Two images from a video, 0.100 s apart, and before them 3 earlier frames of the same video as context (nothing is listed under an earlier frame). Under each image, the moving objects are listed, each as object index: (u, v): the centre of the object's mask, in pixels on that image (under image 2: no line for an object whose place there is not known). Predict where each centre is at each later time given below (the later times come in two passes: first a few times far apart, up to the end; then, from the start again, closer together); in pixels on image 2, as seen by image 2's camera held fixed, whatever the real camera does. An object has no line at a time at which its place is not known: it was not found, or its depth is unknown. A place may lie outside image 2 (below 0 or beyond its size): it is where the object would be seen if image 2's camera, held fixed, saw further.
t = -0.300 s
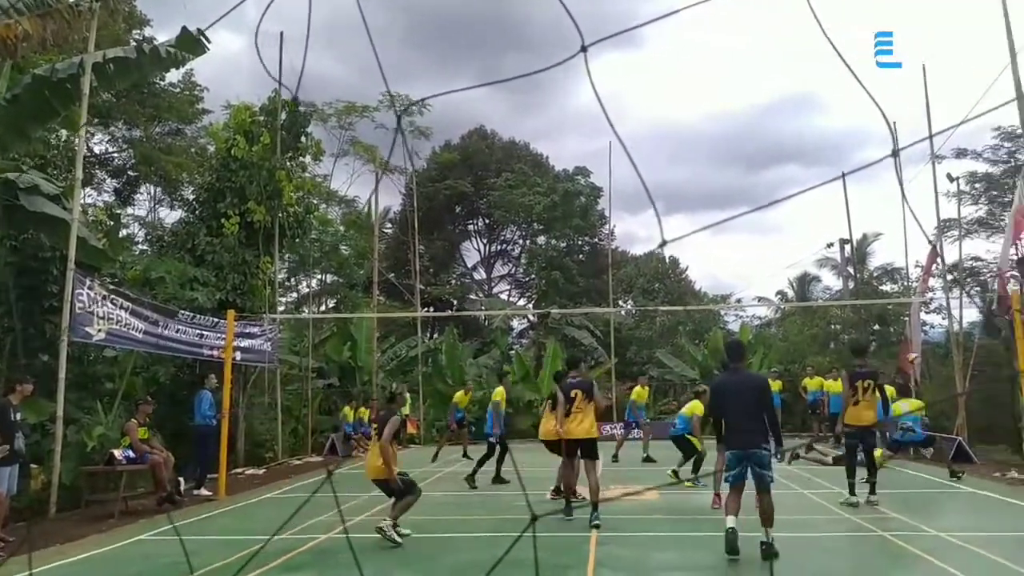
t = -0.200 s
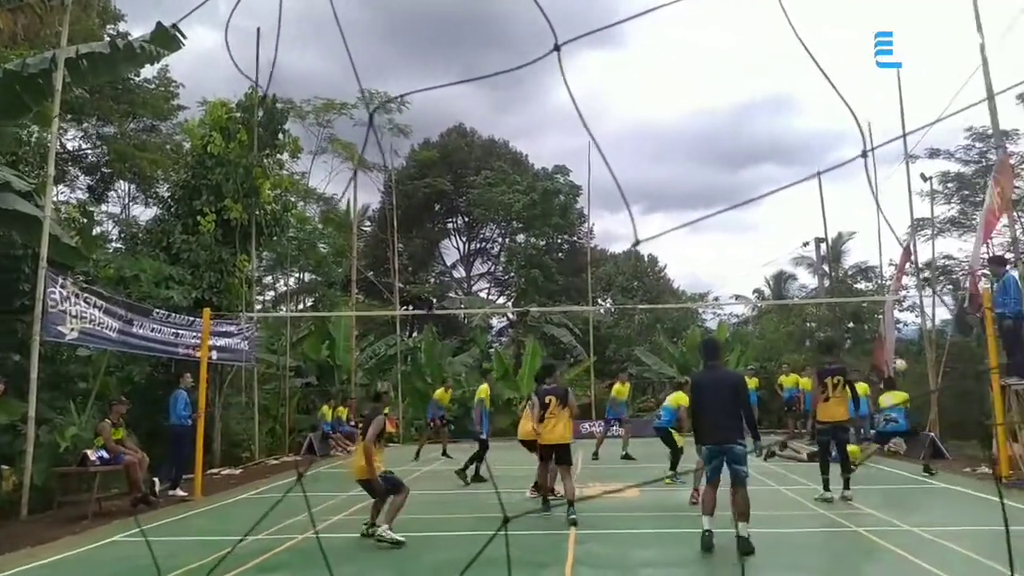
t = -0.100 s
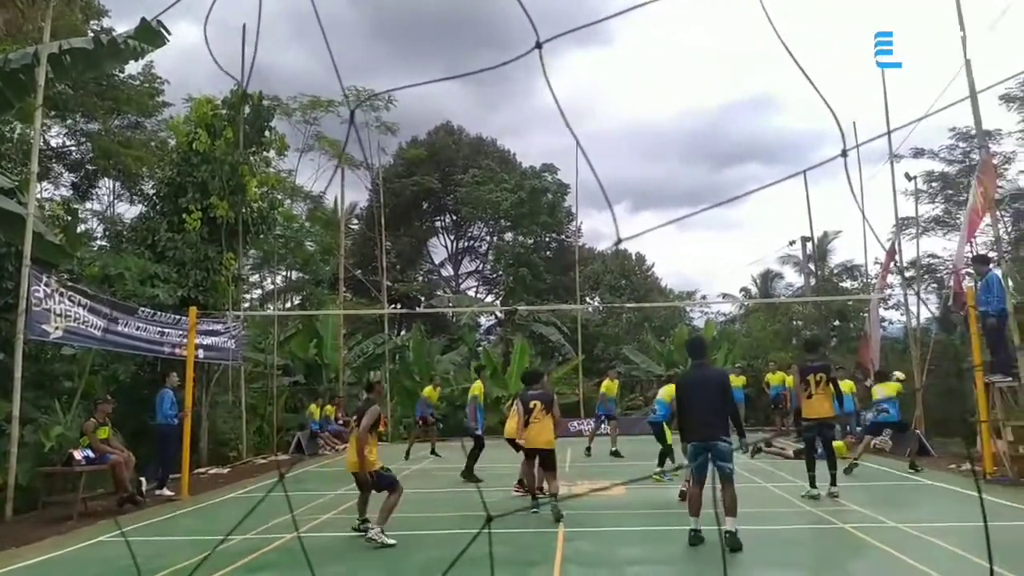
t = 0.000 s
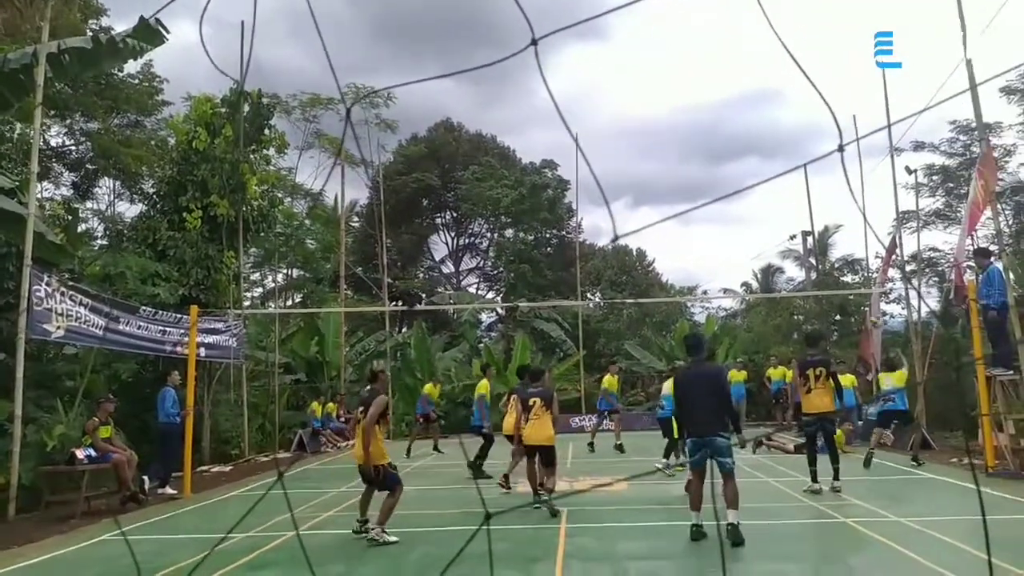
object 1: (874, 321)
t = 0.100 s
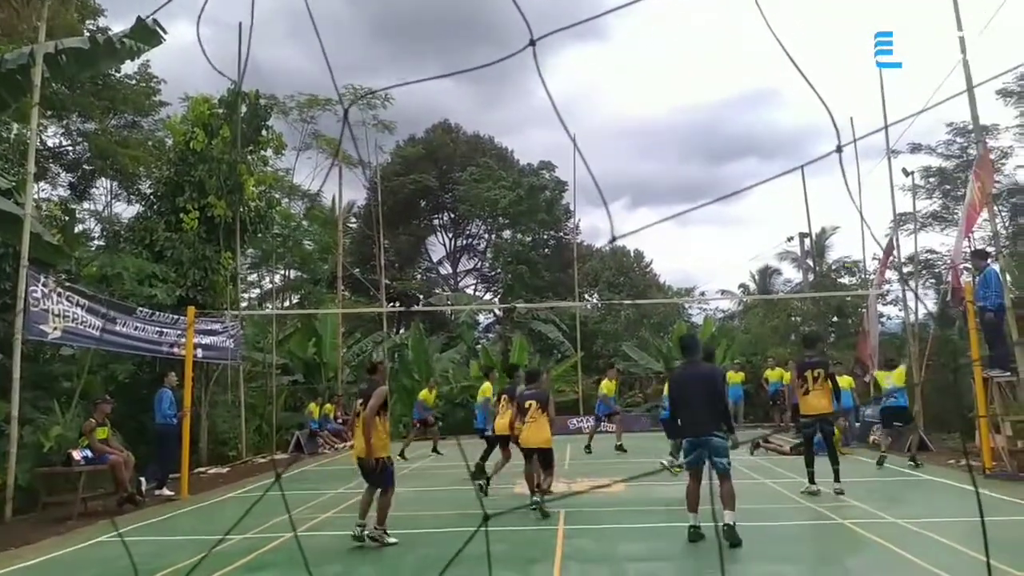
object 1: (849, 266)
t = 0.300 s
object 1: (794, 172)
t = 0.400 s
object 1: (770, 135)
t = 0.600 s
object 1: (723, 84)
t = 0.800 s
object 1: (669, 52)
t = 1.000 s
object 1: (624, 48)
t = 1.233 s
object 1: (569, 78)
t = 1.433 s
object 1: (524, 134)
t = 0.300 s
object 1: (794, 172)
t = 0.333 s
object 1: (786, 161)
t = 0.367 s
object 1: (778, 147)
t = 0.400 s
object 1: (770, 135)
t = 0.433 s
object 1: (764, 125)
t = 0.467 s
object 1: (755, 115)
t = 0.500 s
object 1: (746, 105)
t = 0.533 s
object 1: (737, 96)
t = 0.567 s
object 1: (728, 88)
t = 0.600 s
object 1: (723, 84)
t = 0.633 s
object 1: (712, 74)
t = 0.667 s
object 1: (704, 68)
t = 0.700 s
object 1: (695, 63)
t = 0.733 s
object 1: (687, 59)
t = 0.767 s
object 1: (678, 55)
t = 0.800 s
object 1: (669, 52)
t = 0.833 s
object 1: (663, 49)
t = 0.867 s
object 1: (656, 48)
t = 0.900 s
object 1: (648, 48)
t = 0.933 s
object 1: (640, 47)
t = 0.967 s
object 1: (632, 45)
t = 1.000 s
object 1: (624, 48)
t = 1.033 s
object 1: (615, 51)
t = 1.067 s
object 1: (609, 53)
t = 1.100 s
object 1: (602, 57)
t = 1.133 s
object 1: (594, 60)
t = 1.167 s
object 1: (586, 65)
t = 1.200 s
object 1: (578, 71)
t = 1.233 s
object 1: (569, 78)
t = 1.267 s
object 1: (560, 86)
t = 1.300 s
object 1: (552, 94)
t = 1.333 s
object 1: (546, 102)
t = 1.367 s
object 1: (539, 112)
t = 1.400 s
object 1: (531, 122)
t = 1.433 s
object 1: (524, 134)
